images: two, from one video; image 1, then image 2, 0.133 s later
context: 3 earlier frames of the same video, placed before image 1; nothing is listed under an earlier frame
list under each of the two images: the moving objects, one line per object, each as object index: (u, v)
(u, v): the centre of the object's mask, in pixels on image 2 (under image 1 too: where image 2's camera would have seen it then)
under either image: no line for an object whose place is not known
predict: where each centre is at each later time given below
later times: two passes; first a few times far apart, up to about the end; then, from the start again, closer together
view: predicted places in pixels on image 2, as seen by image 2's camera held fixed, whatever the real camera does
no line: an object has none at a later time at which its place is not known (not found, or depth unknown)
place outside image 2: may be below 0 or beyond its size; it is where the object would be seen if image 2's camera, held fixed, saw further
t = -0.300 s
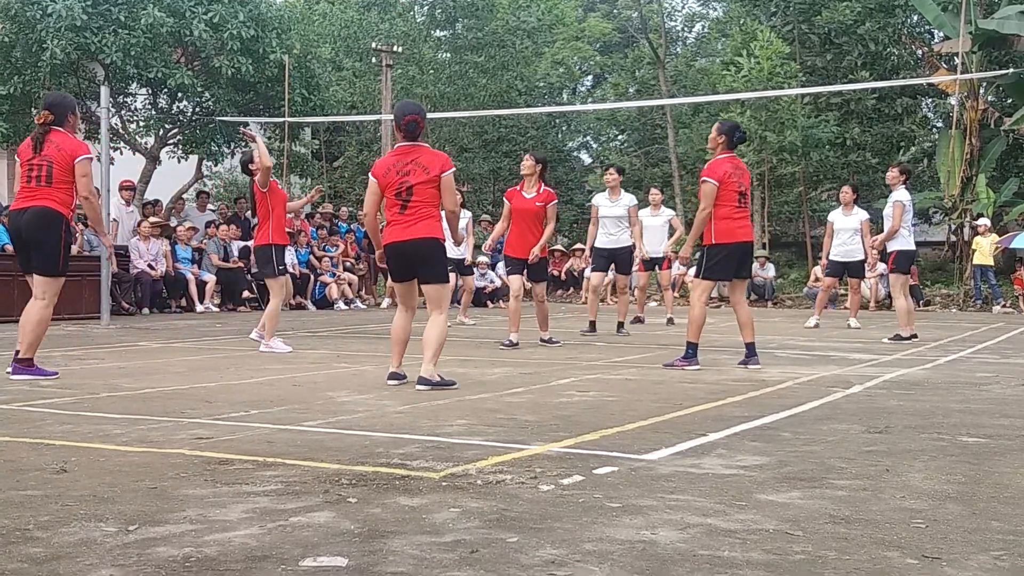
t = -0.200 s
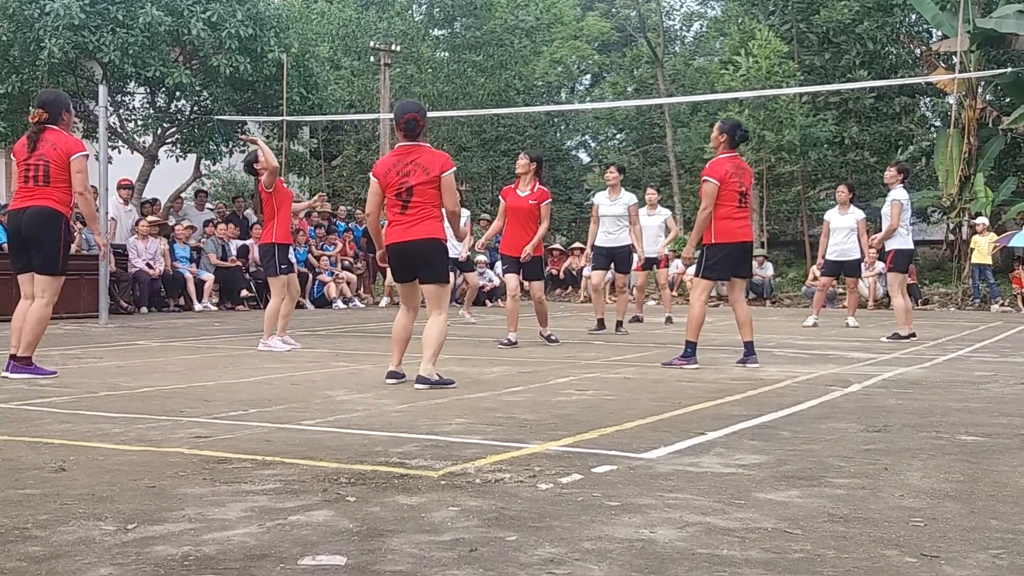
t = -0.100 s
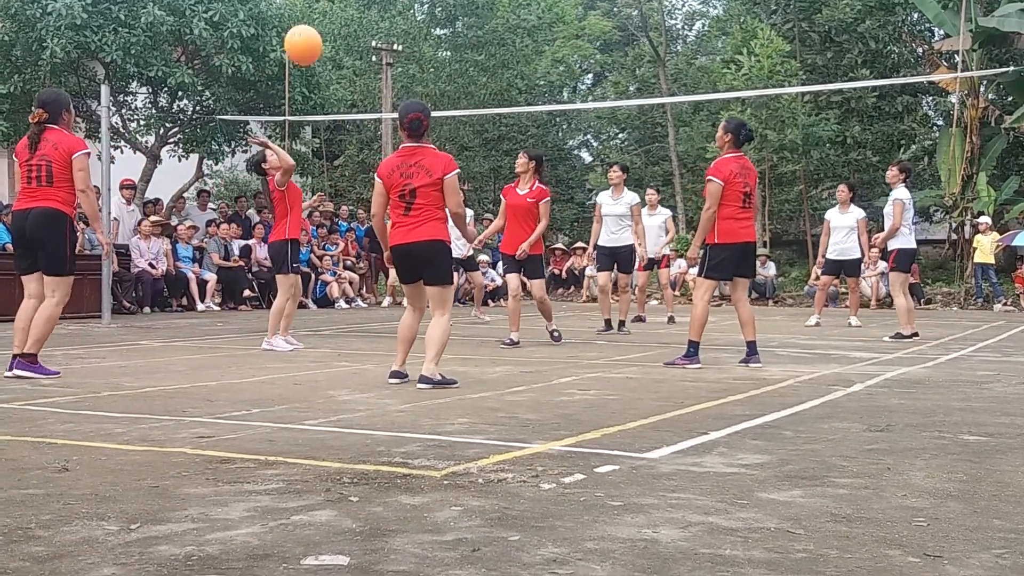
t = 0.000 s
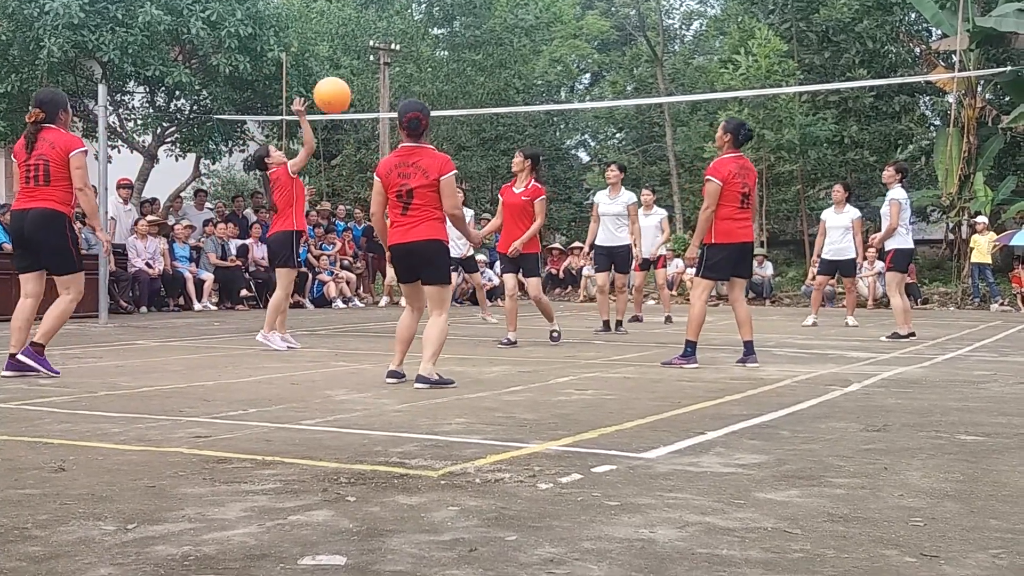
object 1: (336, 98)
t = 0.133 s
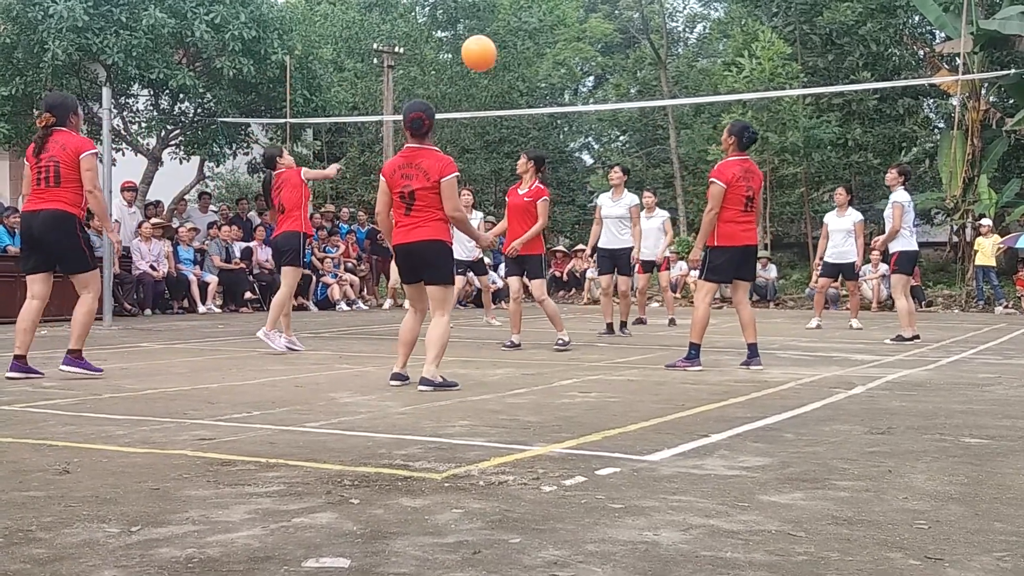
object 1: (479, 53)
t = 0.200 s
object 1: (542, 38)
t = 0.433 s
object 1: (738, 20)
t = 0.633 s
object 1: (875, 49)
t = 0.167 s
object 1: (511, 45)
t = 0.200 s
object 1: (542, 38)
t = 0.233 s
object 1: (572, 32)
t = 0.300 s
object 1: (630, 23)
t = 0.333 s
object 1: (658, 20)
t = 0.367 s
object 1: (685, 18)
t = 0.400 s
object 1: (712, 19)
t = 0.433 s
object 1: (738, 20)
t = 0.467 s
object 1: (761, 22)
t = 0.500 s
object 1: (786, 25)
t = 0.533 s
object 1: (809, 29)
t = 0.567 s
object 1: (831, 35)
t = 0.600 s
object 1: (853, 42)
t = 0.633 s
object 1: (875, 49)
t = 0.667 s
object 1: (896, 58)
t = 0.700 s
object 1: (915, 66)
